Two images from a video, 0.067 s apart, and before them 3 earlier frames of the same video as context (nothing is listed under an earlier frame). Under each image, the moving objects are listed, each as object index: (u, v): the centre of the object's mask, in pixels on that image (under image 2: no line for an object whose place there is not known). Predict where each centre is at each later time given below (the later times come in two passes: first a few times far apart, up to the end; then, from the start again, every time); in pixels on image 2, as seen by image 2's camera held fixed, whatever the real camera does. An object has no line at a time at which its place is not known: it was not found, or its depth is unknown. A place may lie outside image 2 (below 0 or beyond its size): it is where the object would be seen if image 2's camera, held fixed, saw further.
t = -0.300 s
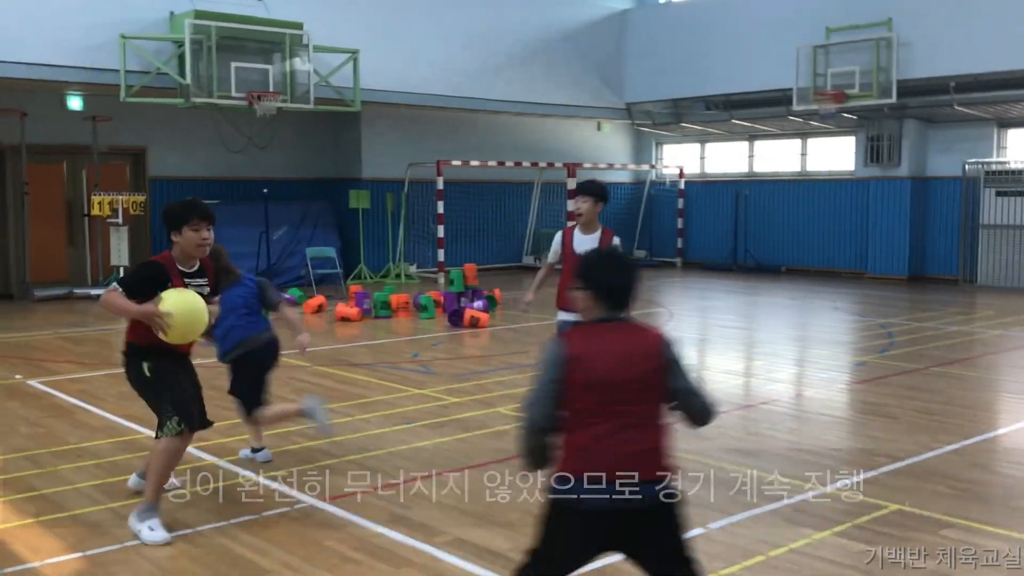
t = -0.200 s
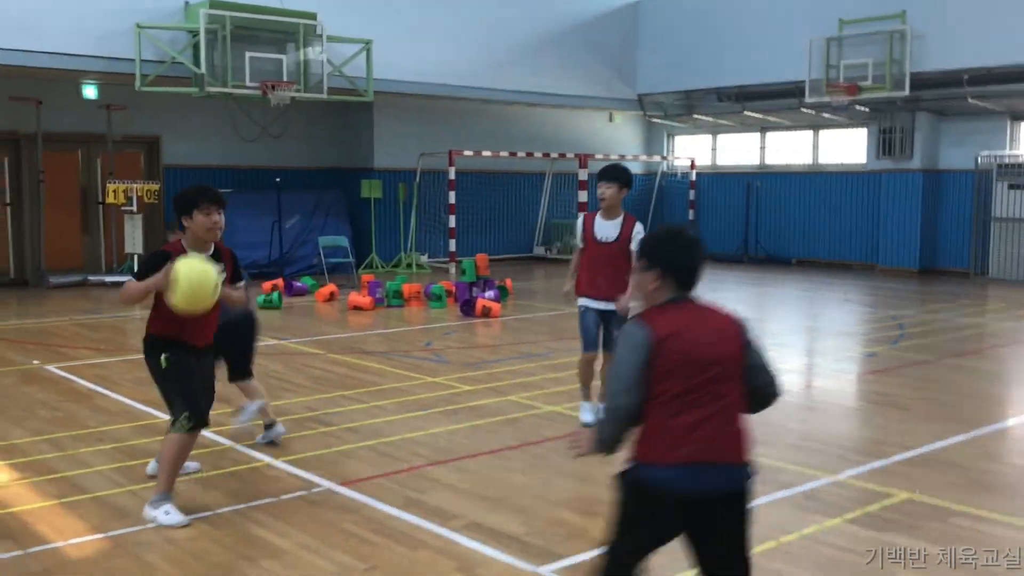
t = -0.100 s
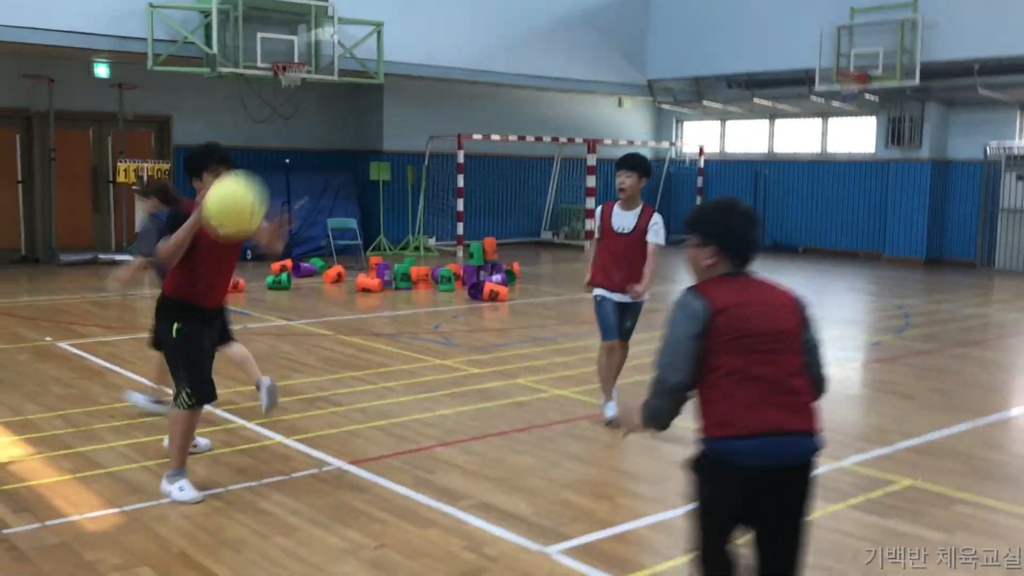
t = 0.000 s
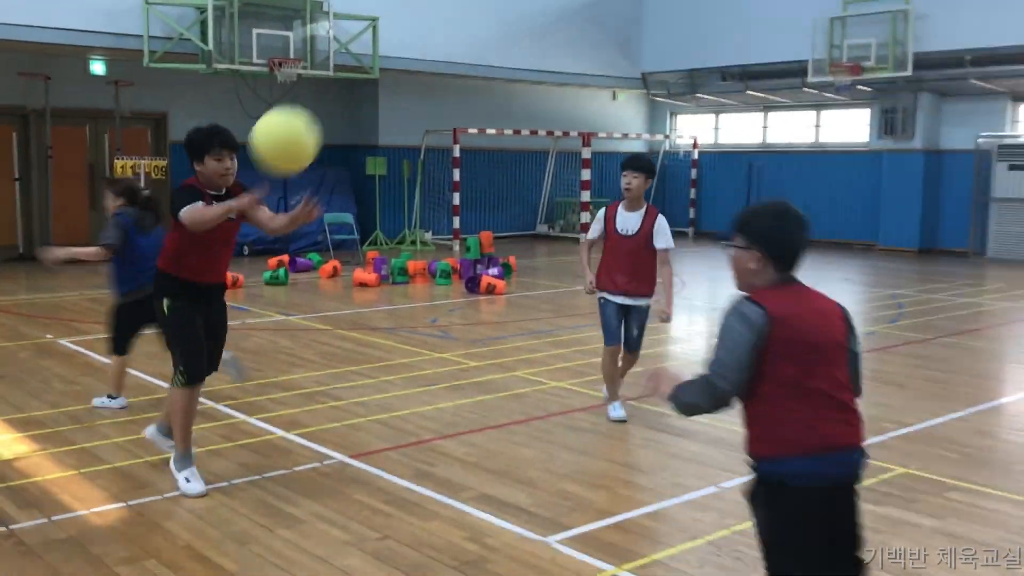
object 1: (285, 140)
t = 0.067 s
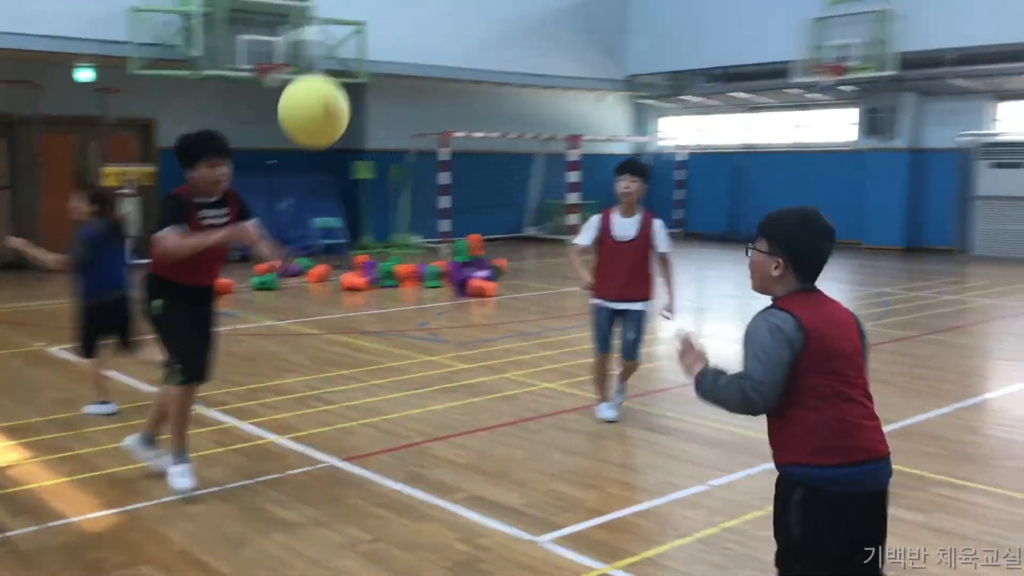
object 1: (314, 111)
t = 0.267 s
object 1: (476, 53)
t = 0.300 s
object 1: (511, 54)
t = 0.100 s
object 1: (336, 95)
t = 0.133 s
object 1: (360, 82)
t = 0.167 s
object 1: (386, 70)
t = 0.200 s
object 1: (414, 61)
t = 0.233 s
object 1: (444, 55)
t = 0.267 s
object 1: (476, 53)
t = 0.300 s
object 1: (511, 54)
